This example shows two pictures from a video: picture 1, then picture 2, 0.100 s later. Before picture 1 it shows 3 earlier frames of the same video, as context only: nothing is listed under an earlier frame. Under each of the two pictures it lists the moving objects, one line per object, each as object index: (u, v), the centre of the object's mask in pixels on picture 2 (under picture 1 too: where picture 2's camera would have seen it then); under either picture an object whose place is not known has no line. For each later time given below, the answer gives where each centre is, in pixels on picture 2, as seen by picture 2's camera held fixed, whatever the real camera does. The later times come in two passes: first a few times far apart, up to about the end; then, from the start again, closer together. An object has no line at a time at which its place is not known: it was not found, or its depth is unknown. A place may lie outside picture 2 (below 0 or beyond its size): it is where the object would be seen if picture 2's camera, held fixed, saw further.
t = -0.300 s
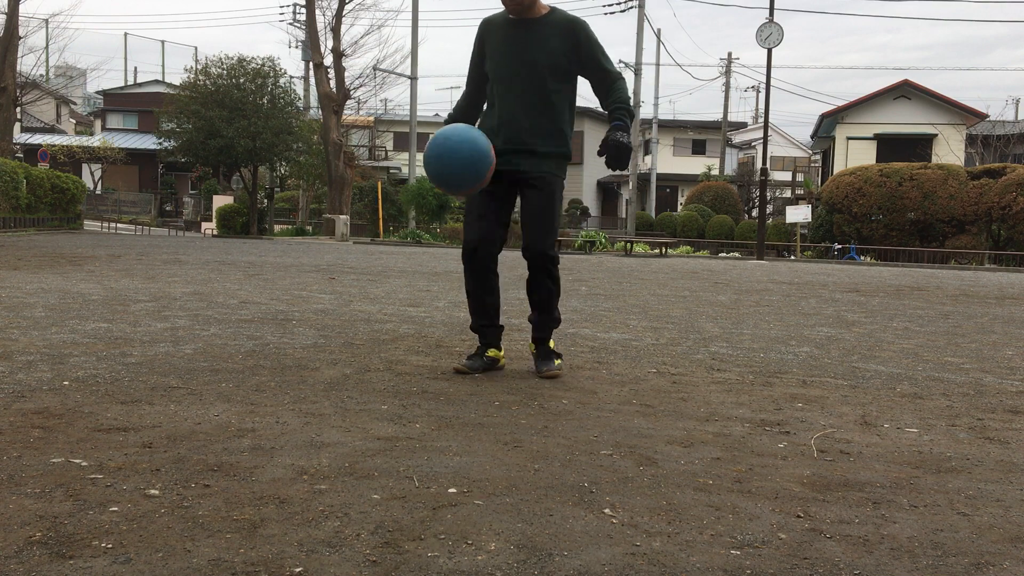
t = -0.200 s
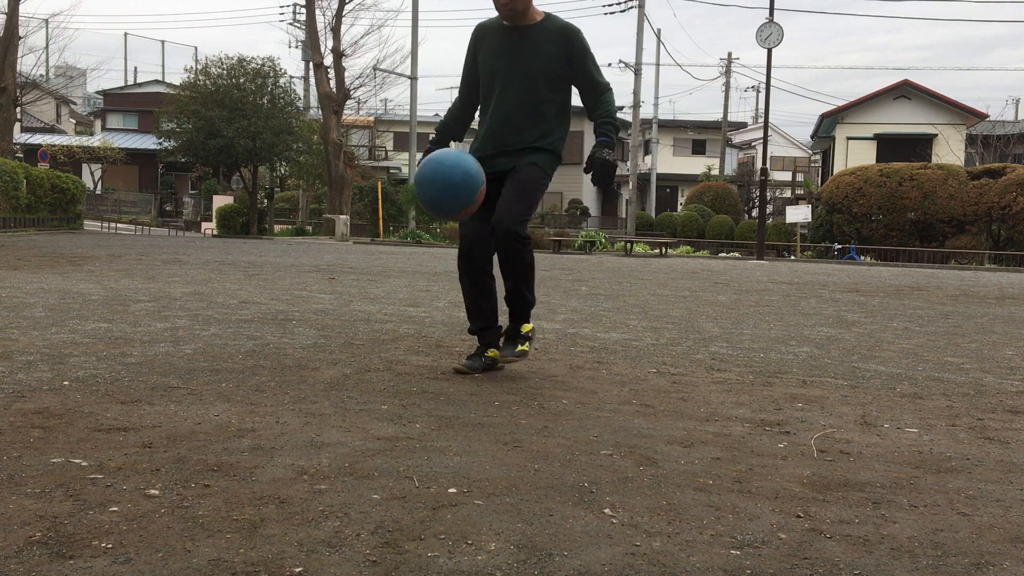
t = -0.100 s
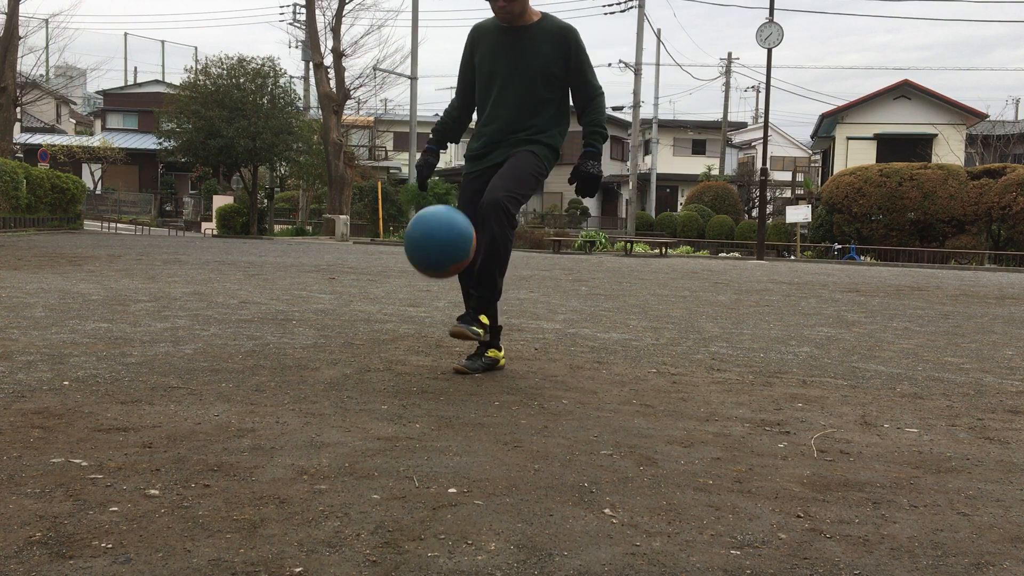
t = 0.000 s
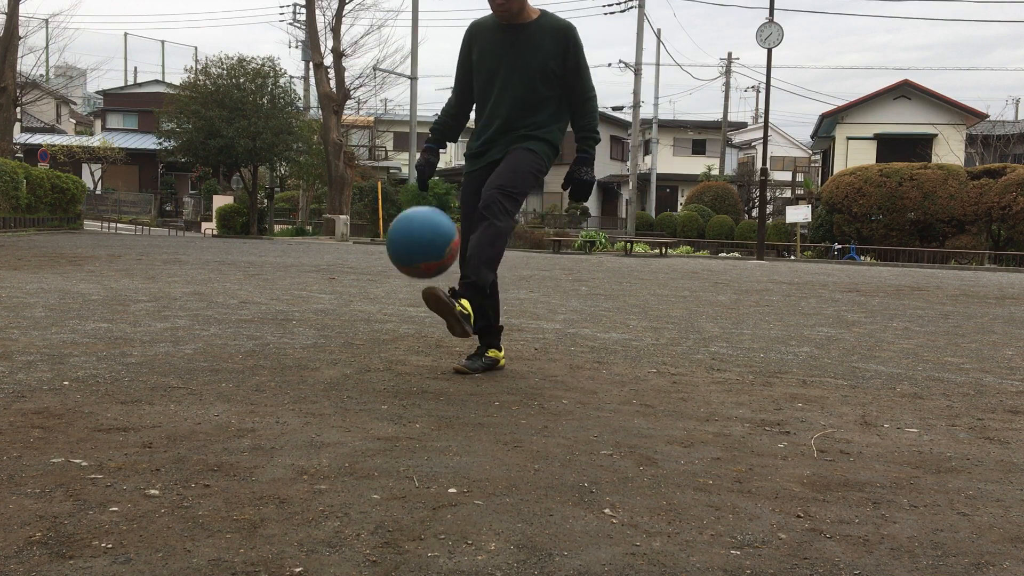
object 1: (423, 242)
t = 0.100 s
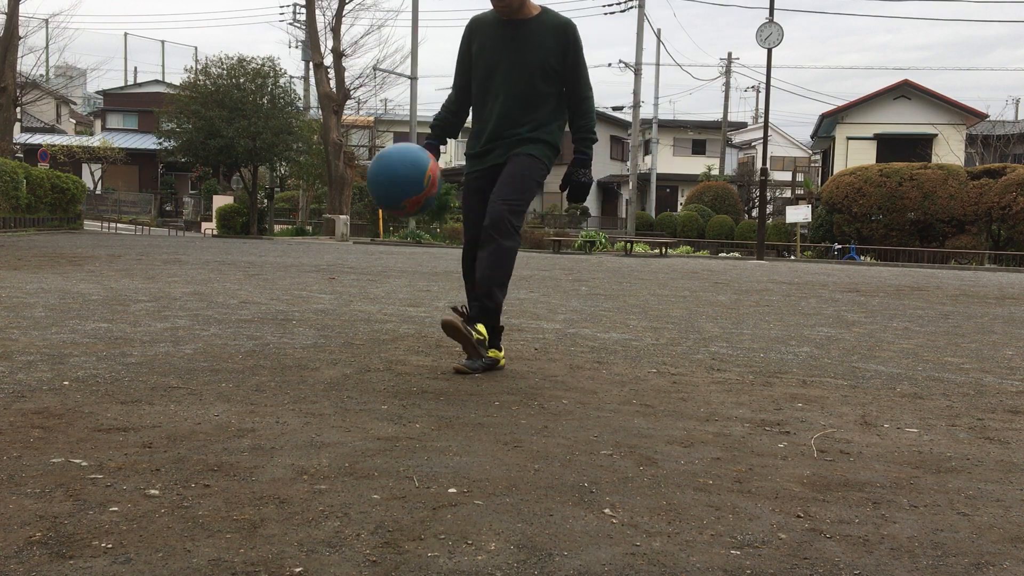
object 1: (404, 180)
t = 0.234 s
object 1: (377, 144)
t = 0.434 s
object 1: (333, 201)
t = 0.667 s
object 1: (284, 325)
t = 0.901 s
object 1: (252, 196)
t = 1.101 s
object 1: (221, 238)
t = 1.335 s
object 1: (185, 322)
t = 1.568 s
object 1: (155, 232)
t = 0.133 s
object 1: (397, 166)
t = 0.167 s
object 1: (391, 155)
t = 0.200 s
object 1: (384, 148)
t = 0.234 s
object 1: (377, 144)
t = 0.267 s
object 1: (370, 144)
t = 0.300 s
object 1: (363, 147)
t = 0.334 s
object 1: (355, 154)
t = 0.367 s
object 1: (348, 165)
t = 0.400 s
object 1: (341, 181)
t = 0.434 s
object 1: (333, 201)
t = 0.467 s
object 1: (326, 224)
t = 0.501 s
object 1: (318, 252)
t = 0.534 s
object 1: (310, 284)
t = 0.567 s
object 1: (302, 320)
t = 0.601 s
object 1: (294, 361)
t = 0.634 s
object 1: (288, 357)
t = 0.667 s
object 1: (284, 325)
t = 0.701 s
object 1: (280, 296)
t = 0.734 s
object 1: (275, 270)
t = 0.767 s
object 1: (271, 248)
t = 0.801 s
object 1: (266, 229)
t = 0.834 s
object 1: (261, 214)
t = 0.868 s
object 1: (257, 203)
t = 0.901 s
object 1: (252, 196)
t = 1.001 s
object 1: (237, 198)
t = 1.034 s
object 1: (232, 207)
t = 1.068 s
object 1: (227, 221)
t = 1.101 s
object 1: (221, 238)
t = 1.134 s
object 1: (215, 261)
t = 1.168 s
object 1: (209, 287)
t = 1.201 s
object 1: (204, 319)
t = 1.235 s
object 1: (198, 355)
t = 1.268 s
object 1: (192, 384)
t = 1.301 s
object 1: (189, 351)
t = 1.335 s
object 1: (185, 322)
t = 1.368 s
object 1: (181, 298)
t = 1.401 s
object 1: (177, 276)
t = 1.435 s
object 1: (172, 259)
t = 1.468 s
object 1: (168, 246)
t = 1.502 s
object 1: (164, 237)
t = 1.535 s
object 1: (159, 233)
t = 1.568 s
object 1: (155, 232)
